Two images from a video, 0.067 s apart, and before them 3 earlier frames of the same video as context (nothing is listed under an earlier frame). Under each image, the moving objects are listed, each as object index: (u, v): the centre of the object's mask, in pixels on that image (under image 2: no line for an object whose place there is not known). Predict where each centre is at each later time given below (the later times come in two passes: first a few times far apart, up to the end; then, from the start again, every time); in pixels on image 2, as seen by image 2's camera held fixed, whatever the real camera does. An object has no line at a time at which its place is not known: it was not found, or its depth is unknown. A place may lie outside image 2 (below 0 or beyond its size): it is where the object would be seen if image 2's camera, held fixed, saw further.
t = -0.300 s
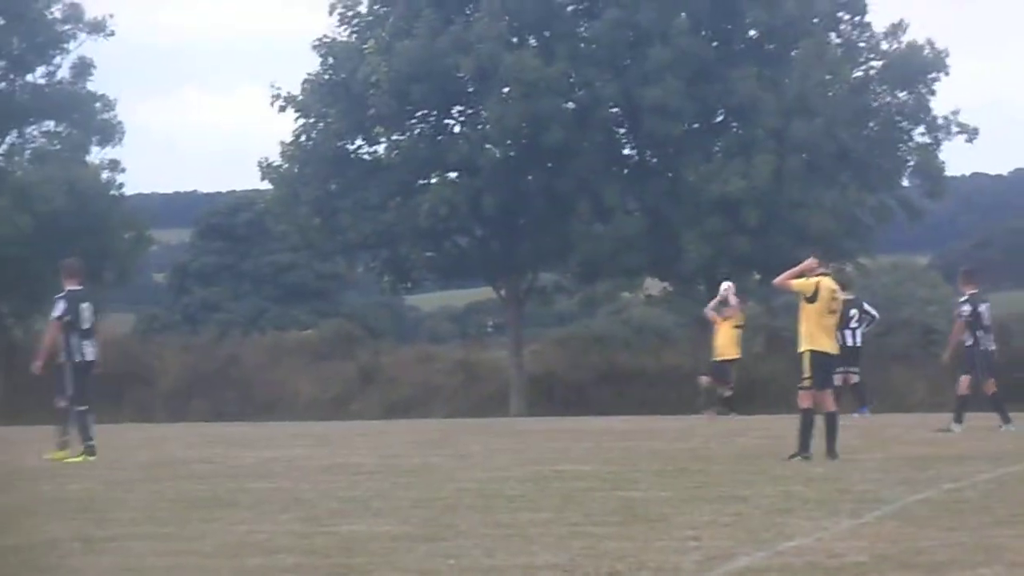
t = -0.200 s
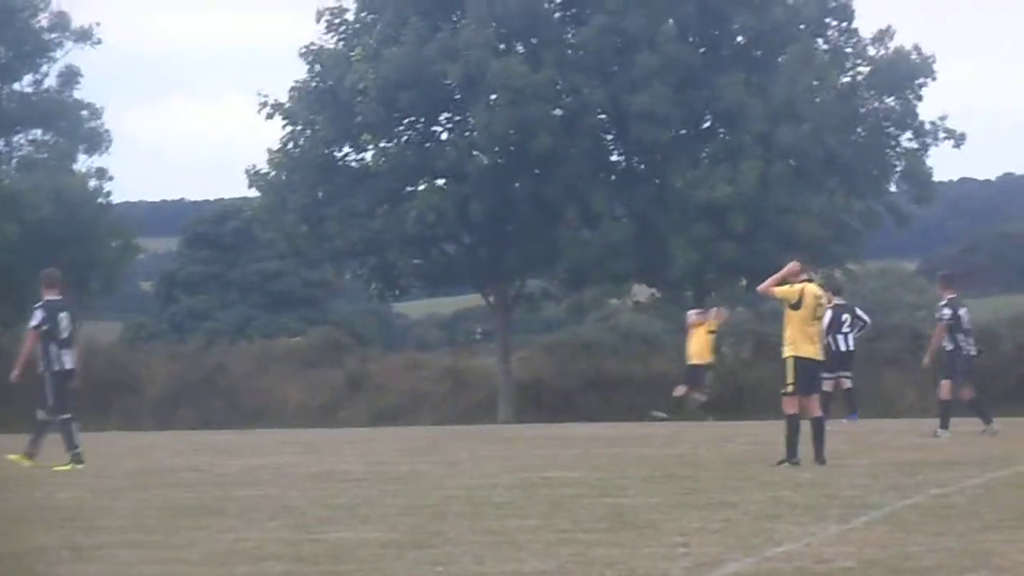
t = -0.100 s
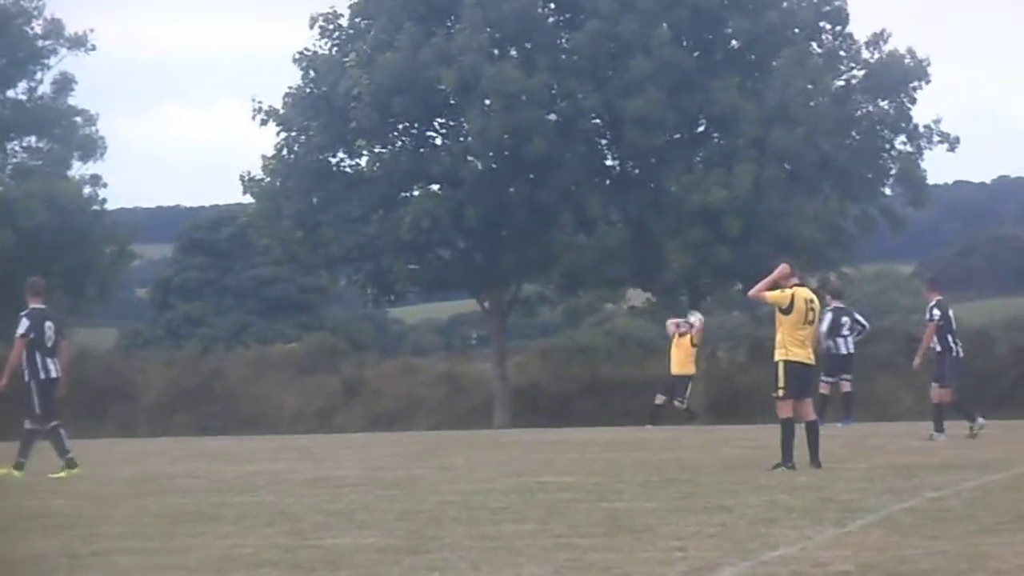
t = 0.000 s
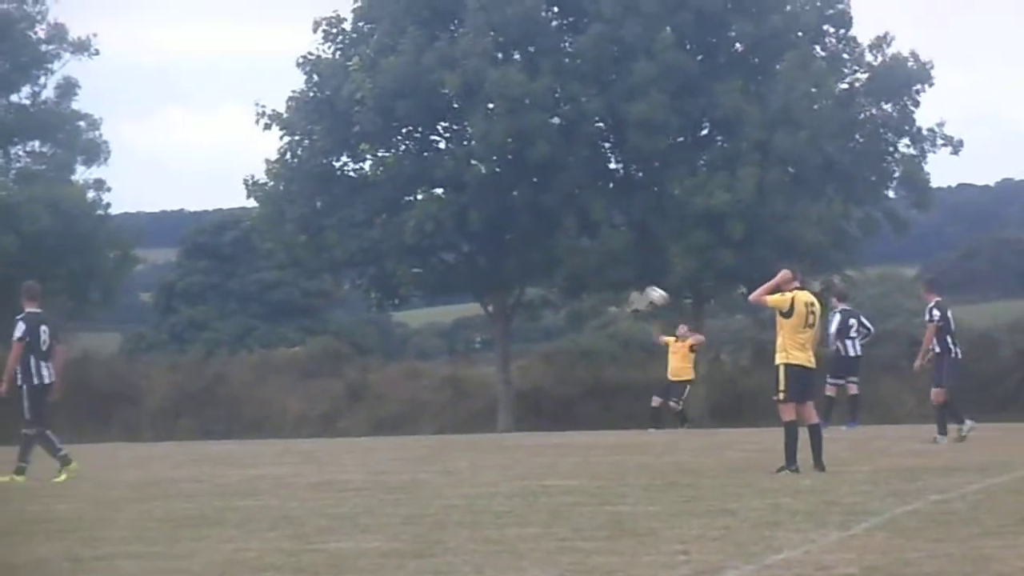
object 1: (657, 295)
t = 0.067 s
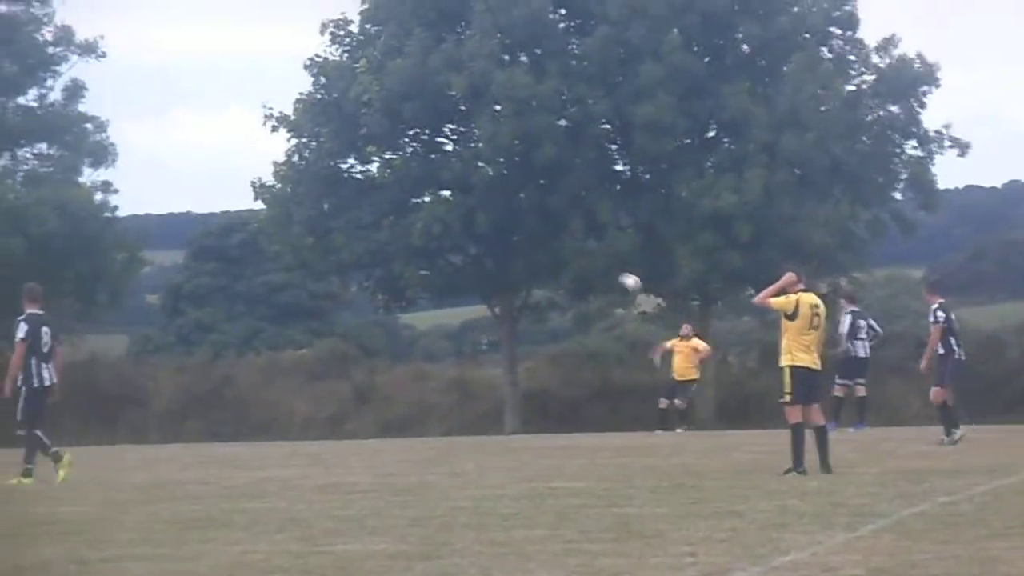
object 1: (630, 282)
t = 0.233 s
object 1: (548, 257)
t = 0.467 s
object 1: (428, 254)
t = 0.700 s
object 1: (305, 289)
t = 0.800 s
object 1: (251, 316)
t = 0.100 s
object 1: (614, 275)
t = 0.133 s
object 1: (597, 269)
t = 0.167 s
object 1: (580, 265)
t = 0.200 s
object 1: (564, 260)
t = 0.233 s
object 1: (548, 257)
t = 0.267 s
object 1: (531, 254)
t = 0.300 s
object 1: (514, 252)
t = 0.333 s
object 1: (497, 251)
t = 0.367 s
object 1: (480, 251)
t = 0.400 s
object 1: (463, 251)
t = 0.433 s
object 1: (447, 253)
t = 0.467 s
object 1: (428, 254)
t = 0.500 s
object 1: (411, 257)
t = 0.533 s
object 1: (393, 261)
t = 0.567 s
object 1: (376, 265)
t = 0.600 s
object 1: (358, 269)
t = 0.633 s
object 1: (341, 275)
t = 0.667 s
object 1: (323, 282)
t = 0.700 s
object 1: (305, 289)
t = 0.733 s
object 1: (287, 297)
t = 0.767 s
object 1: (269, 307)
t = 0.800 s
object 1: (251, 316)
